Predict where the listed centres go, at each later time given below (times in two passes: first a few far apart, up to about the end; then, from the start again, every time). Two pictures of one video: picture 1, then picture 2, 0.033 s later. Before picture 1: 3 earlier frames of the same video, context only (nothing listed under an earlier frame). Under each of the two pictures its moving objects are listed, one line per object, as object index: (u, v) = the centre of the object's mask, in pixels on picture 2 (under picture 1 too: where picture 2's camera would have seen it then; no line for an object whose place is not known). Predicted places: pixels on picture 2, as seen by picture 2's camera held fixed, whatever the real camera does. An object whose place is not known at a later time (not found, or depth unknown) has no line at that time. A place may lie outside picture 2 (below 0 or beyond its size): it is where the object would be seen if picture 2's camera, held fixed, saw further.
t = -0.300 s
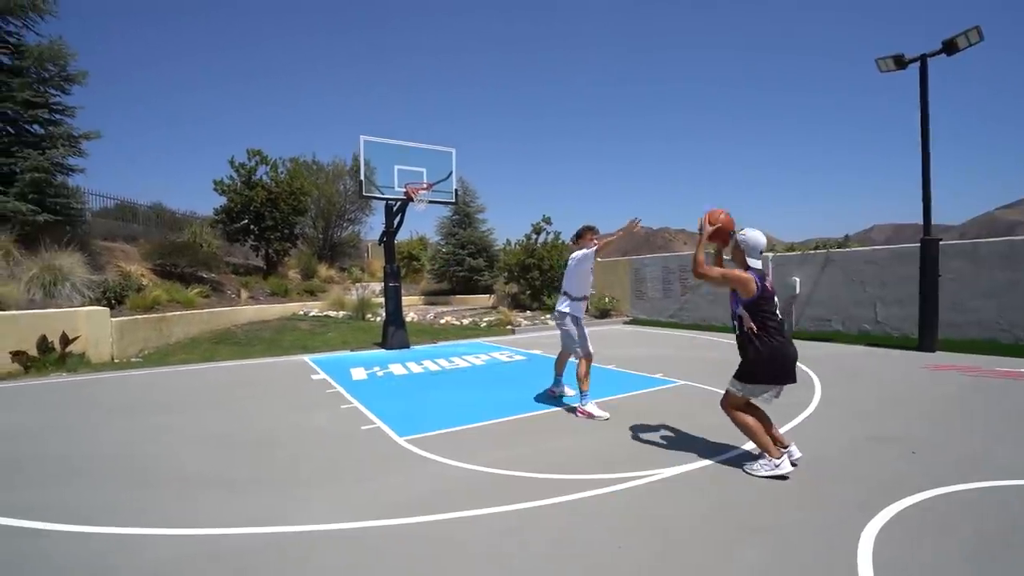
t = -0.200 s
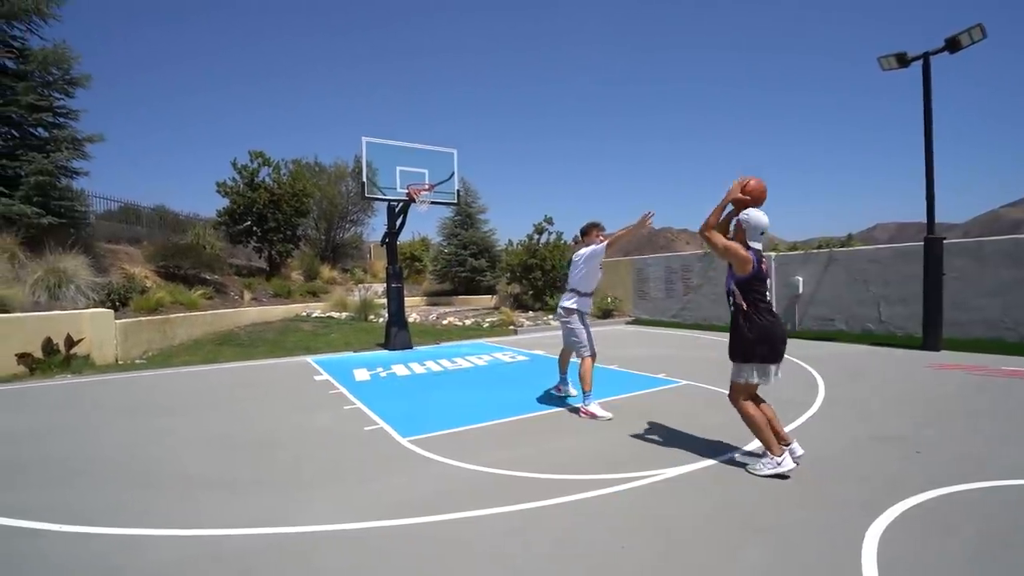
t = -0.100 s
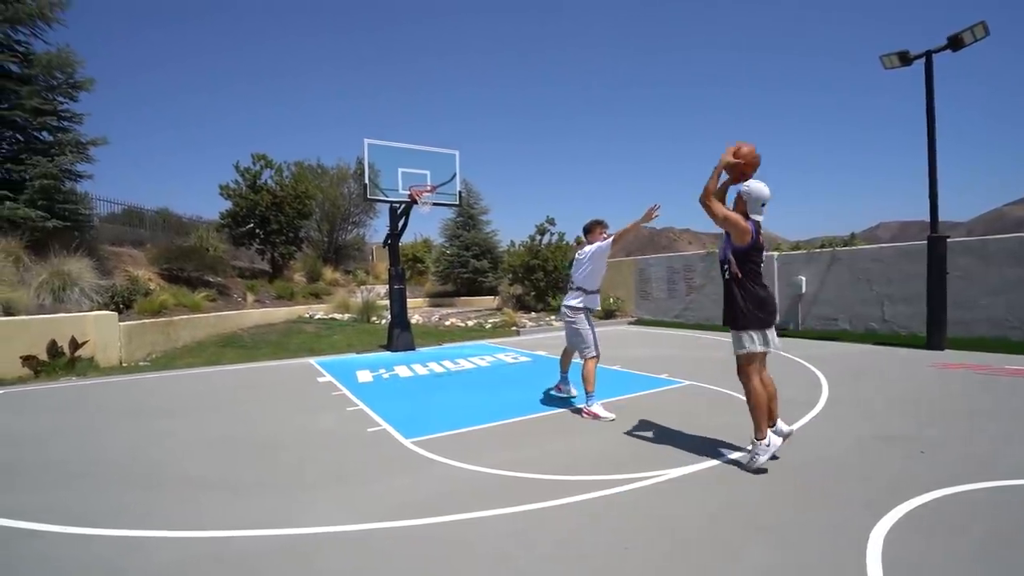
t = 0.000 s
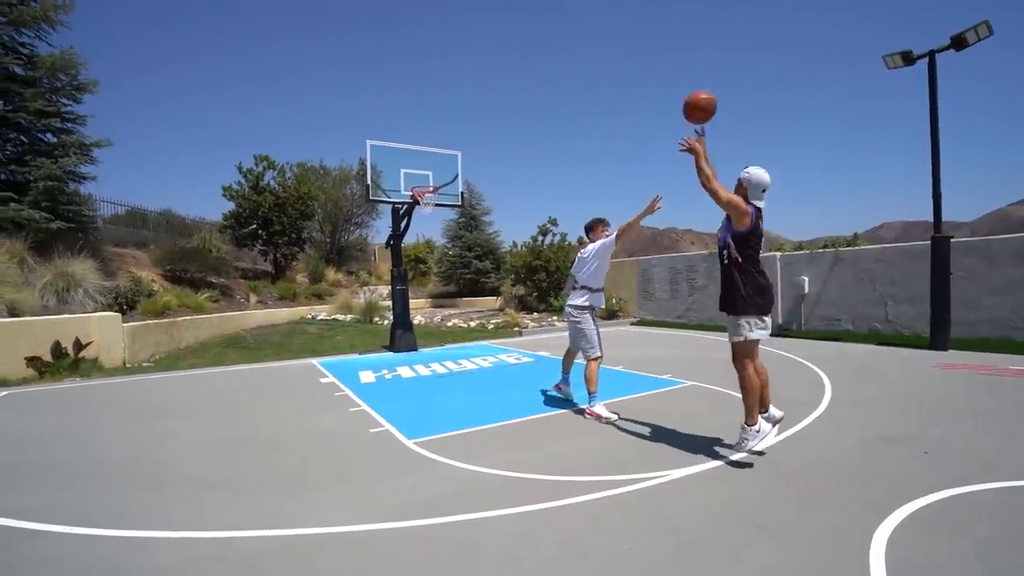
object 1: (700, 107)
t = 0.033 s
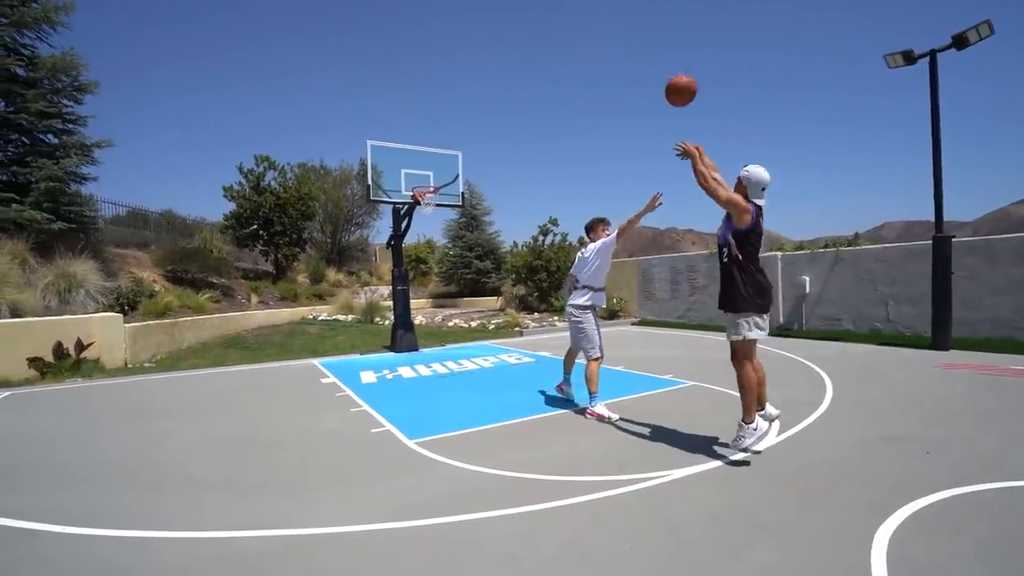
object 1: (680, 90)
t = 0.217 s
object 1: (598, 38)
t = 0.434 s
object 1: (535, 32)
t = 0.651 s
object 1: (493, 61)
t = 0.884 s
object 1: (462, 115)
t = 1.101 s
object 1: (439, 180)
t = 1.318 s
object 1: (490, 166)
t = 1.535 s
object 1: (548, 173)
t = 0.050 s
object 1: (672, 83)
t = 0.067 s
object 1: (663, 76)
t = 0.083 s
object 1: (654, 69)
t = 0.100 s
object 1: (646, 64)
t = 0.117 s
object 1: (639, 58)
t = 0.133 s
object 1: (631, 54)
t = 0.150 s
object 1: (624, 50)
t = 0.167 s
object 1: (617, 47)
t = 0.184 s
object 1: (611, 43)
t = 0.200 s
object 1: (604, 41)
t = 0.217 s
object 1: (598, 38)
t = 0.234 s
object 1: (592, 36)
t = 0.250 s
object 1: (586, 35)
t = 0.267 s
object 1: (581, 33)
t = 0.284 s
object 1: (575, 32)
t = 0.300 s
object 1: (570, 31)
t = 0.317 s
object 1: (565, 30)
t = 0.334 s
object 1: (561, 30)
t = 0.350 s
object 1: (556, 30)
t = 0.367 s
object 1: (551, 30)
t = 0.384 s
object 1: (547, 31)
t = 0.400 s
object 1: (543, 32)
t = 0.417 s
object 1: (539, 32)
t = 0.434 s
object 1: (535, 32)
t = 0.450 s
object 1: (531, 34)
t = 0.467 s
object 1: (527, 36)
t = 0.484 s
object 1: (524, 37)
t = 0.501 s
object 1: (521, 39)
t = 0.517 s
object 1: (517, 41)
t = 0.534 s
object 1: (514, 43)
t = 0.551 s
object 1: (511, 45)
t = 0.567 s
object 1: (508, 47)
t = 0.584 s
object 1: (505, 49)
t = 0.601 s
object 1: (502, 52)
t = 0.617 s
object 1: (499, 55)
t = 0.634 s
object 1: (496, 58)
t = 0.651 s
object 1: (493, 61)
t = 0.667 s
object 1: (490, 64)
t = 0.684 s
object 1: (488, 67)
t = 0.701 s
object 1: (485, 70)
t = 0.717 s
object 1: (483, 74)
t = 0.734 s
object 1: (481, 77)
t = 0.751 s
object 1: (478, 81)
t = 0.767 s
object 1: (476, 85)
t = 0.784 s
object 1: (474, 89)
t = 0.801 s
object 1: (472, 93)
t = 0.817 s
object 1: (470, 97)
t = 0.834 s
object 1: (467, 102)
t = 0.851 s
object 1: (465, 106)
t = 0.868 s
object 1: (464, 110)
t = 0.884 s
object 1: (462, 115)
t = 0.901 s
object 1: (460, 120)
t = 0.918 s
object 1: (458, 124)
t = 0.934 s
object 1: (456, 129)
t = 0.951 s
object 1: (454, 134)
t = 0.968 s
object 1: (453, 138)
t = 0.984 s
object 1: (451, 144)
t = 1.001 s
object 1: (449, 148)
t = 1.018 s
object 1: (447, 154)
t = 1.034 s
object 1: (446, 158)
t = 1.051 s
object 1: (444, 164)
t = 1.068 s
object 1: (443, 169)
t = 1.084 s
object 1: (441, 174)
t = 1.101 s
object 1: (439, 180)
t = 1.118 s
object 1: (439, 183)
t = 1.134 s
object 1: (443, 181)
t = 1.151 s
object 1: (448, 179)
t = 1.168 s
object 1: (451, 177)
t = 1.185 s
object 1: (456, 175)
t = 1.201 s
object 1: (460, 174)
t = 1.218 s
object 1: (464, 172)
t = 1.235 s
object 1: (468, 171)
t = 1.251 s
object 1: (473, 169)
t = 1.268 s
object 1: (477, 169)
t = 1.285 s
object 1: (481, 168)
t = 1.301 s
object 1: (486, 167)
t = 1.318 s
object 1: (490, 166)
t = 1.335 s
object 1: (495, 166)
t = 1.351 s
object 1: (499, 166)
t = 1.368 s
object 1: (503, 165)
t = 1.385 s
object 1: (508, 165)
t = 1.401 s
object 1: (512, 165)
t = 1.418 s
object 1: (517, 166)
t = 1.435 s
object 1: (521, 166)
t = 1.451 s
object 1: (525, 167)
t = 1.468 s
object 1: (530, 168)
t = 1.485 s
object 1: (535, 169)
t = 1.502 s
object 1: (539, 170)
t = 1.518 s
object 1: (544, 171)
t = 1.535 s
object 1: (548, 173)
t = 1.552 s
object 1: (553, 175)
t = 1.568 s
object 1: (558, 177)
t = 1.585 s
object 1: (563, 179)
